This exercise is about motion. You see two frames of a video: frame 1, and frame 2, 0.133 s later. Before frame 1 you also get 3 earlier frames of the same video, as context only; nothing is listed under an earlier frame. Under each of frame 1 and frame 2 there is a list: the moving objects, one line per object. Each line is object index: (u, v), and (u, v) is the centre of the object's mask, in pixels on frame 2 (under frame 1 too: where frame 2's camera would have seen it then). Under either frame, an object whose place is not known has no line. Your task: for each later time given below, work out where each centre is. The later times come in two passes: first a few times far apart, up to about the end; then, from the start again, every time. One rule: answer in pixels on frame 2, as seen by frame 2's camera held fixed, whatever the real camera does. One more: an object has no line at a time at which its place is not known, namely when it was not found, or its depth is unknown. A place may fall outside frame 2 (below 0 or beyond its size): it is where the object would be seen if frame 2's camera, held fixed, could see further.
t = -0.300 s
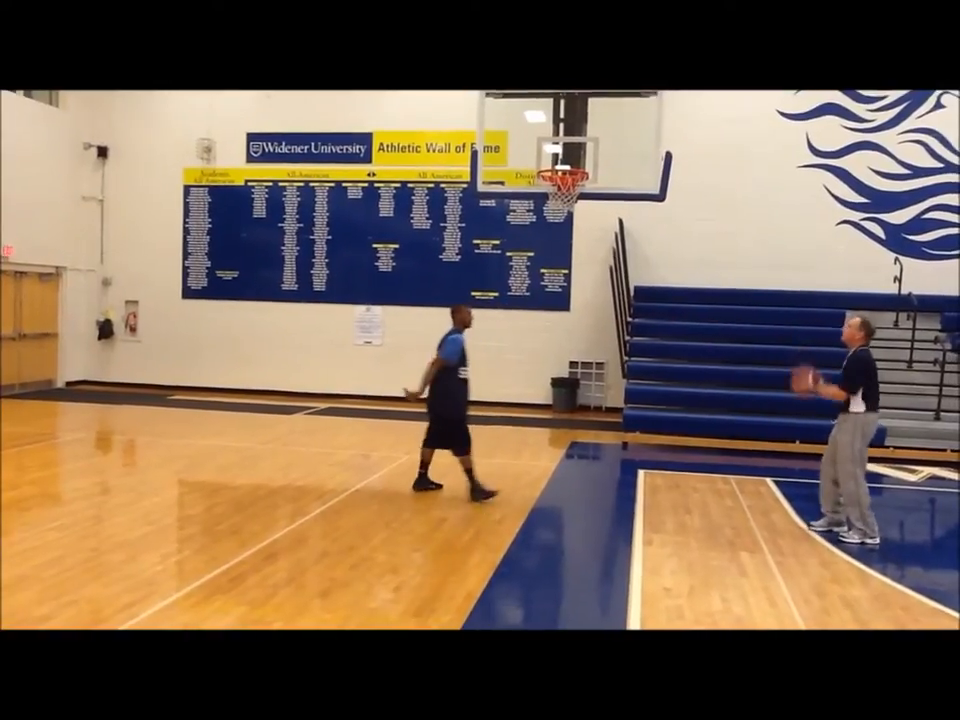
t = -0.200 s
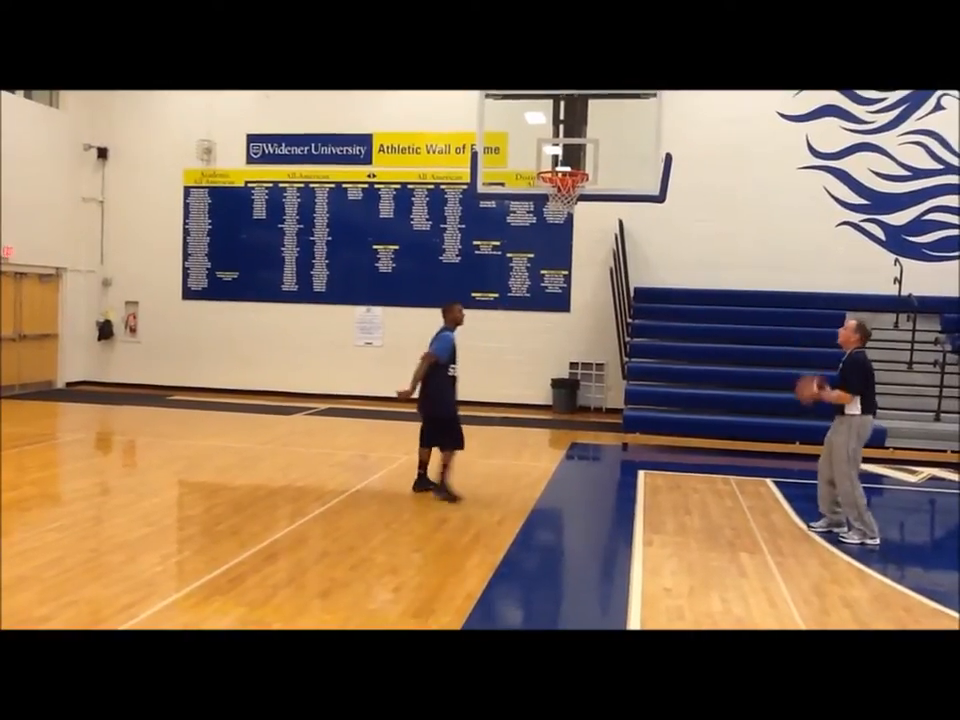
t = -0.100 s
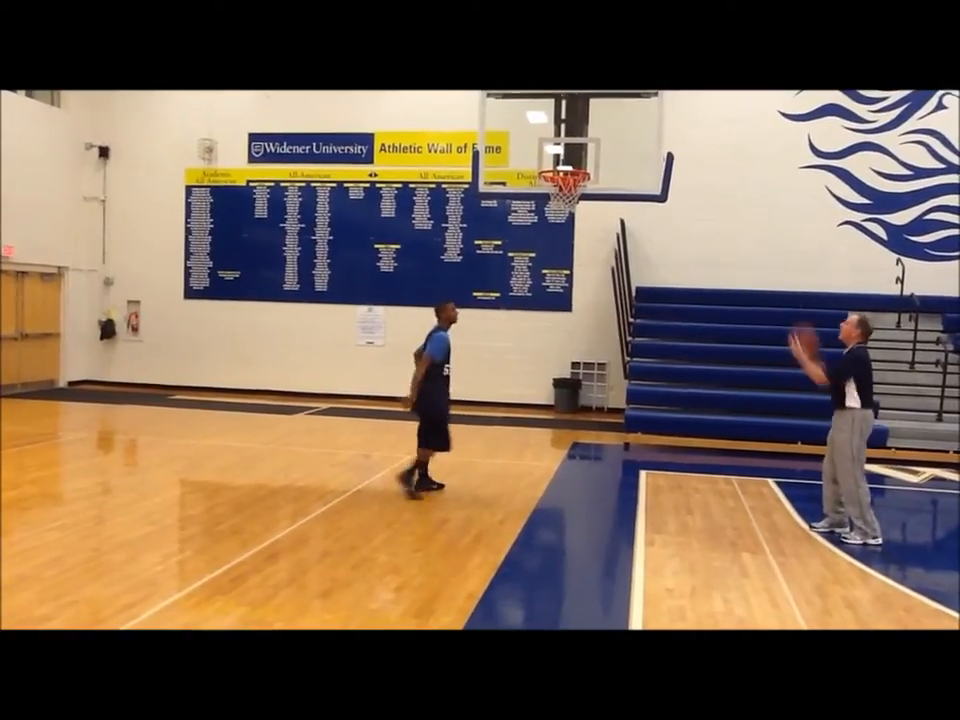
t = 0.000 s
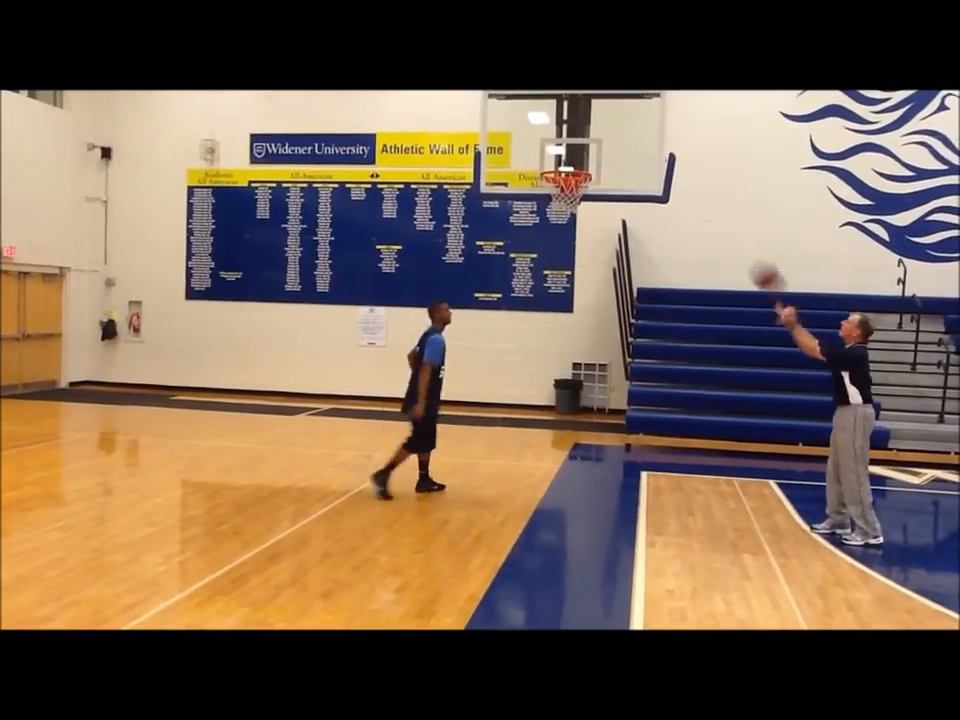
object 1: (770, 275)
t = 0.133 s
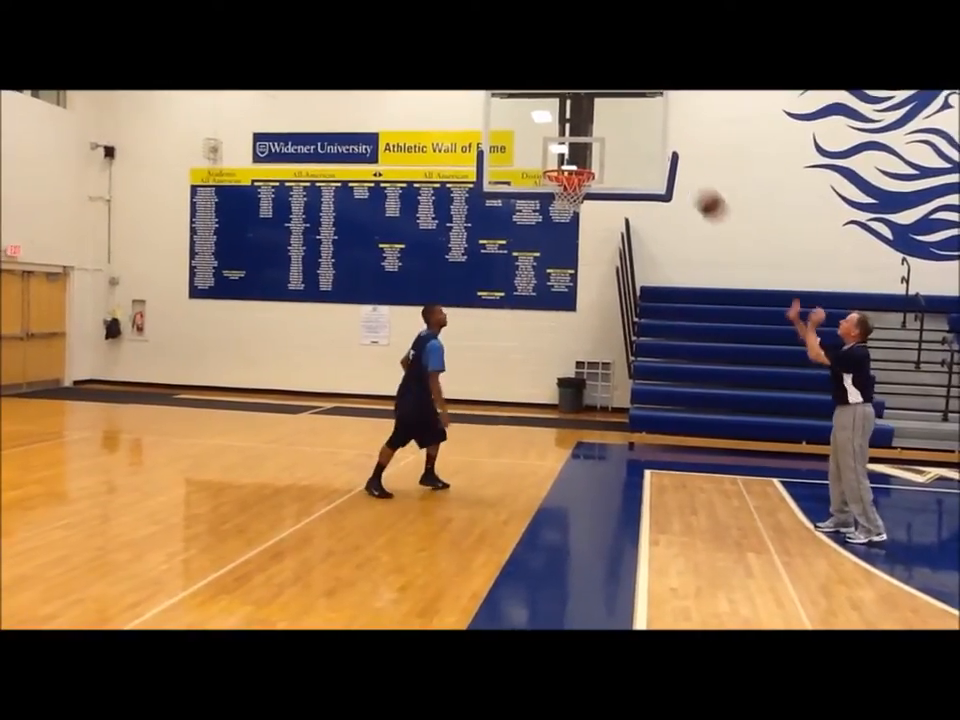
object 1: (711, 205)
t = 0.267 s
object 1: (655, 156)
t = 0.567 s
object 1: (554, 115)
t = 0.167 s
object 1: (697, 191)
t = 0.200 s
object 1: (686, 178)
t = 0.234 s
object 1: (668, 165)
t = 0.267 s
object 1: (655, 156)
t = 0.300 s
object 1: (641, 146)
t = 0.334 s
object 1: (627, 138)
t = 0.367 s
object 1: (615, 131)
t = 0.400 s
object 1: (604, 127)
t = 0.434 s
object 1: (589, 122)
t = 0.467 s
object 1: (581, 119)
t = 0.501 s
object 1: (573, 117)
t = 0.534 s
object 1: (563, 116)
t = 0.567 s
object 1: (554, 115)
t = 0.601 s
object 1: (542, 116)
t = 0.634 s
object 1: (532, 119)
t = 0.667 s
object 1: (523, 123)
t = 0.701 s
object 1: (514, 127)
